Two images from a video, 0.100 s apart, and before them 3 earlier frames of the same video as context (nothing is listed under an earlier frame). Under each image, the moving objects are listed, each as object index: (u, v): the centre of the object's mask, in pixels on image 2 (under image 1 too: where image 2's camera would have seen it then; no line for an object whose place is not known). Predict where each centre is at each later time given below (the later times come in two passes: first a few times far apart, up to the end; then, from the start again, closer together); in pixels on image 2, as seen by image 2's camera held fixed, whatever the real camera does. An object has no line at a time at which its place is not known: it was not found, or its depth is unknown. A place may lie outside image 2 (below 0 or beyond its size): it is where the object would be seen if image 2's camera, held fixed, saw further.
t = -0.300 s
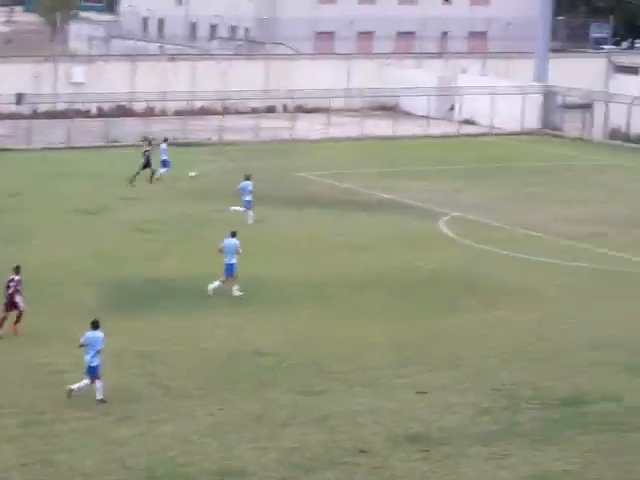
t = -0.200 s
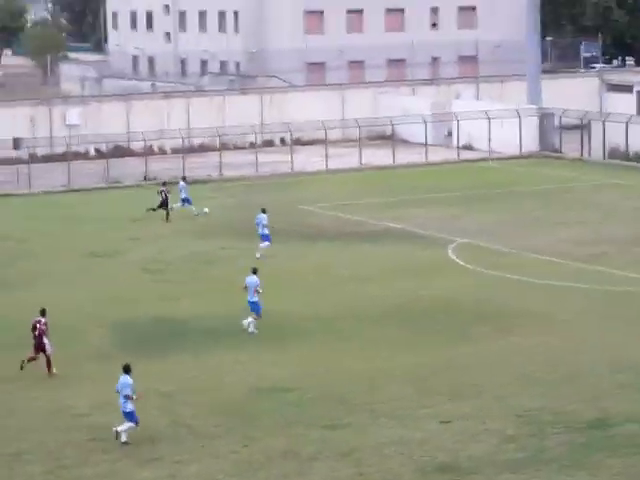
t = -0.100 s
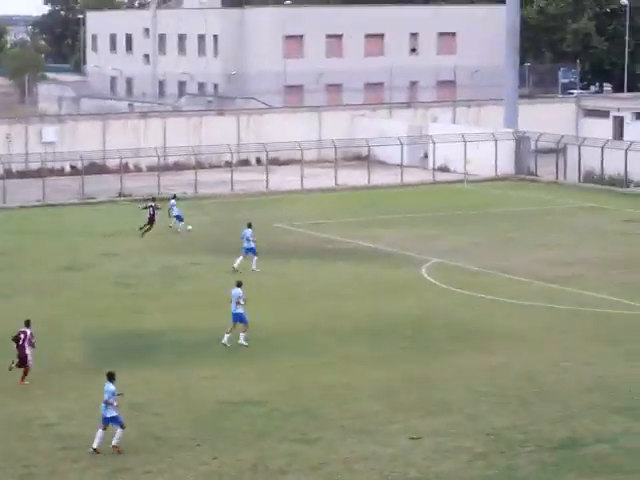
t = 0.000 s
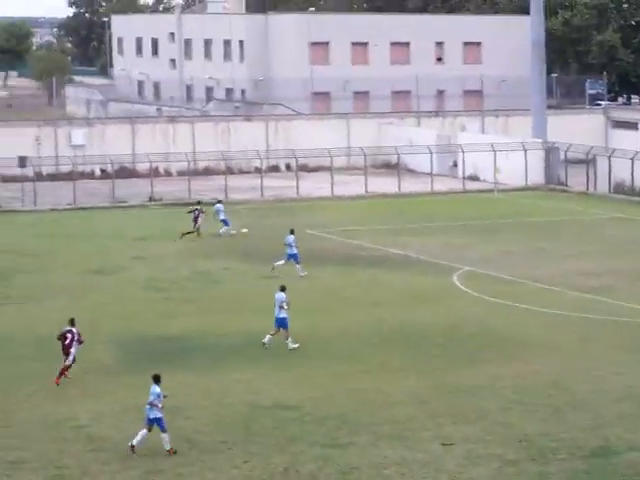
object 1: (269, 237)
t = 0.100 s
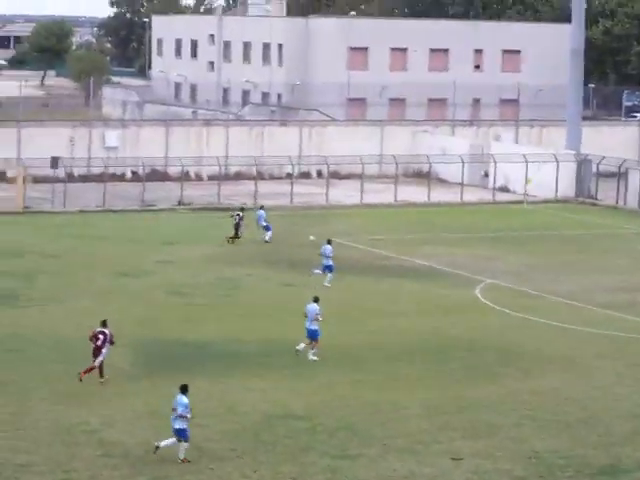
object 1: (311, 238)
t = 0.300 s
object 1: (387, 244)
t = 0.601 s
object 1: (486, 250)
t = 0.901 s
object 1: (563, 254)
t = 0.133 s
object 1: (323, 239)
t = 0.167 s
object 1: (336, 239)
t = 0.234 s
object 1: (363, 241)
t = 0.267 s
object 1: (375, 243)
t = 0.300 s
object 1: (387, 244)
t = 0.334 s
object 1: (399, 245)
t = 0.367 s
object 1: (410, 244)
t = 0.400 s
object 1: (422, 245)
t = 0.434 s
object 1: (431, 244)
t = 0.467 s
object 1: (442, 245)
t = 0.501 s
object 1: (452, 245)
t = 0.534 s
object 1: (464, 245)
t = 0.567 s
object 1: (475, 248)
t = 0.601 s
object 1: (486, 250)
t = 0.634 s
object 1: (495, 251)
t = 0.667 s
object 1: (504, 250)
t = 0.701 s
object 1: (513, 251)
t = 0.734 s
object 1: (520, 250)
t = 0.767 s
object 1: (530, 250)
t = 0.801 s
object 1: (538, 251)
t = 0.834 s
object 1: (546, 251)
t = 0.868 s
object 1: (555, 252)
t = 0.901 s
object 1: (563, 254)
